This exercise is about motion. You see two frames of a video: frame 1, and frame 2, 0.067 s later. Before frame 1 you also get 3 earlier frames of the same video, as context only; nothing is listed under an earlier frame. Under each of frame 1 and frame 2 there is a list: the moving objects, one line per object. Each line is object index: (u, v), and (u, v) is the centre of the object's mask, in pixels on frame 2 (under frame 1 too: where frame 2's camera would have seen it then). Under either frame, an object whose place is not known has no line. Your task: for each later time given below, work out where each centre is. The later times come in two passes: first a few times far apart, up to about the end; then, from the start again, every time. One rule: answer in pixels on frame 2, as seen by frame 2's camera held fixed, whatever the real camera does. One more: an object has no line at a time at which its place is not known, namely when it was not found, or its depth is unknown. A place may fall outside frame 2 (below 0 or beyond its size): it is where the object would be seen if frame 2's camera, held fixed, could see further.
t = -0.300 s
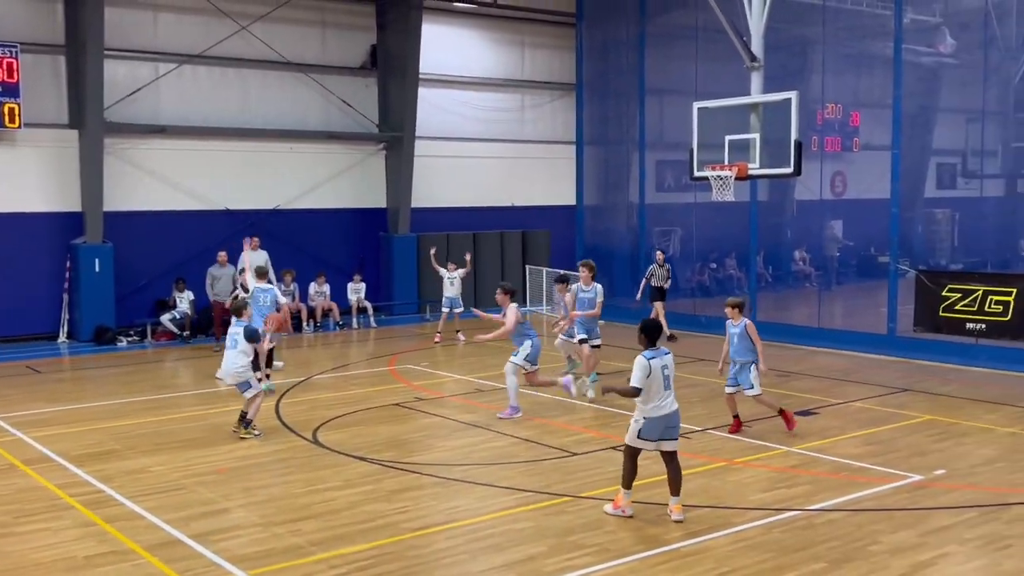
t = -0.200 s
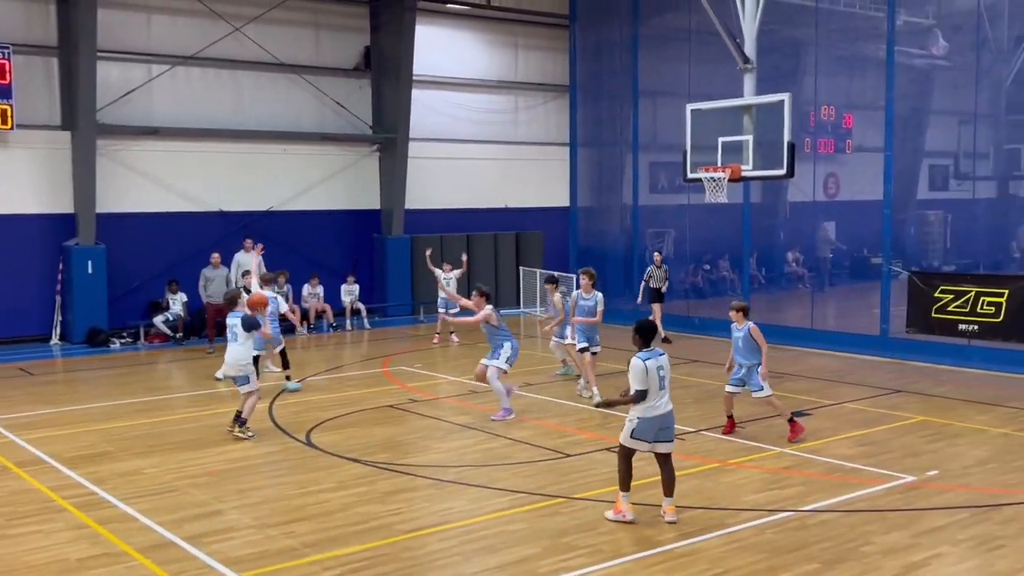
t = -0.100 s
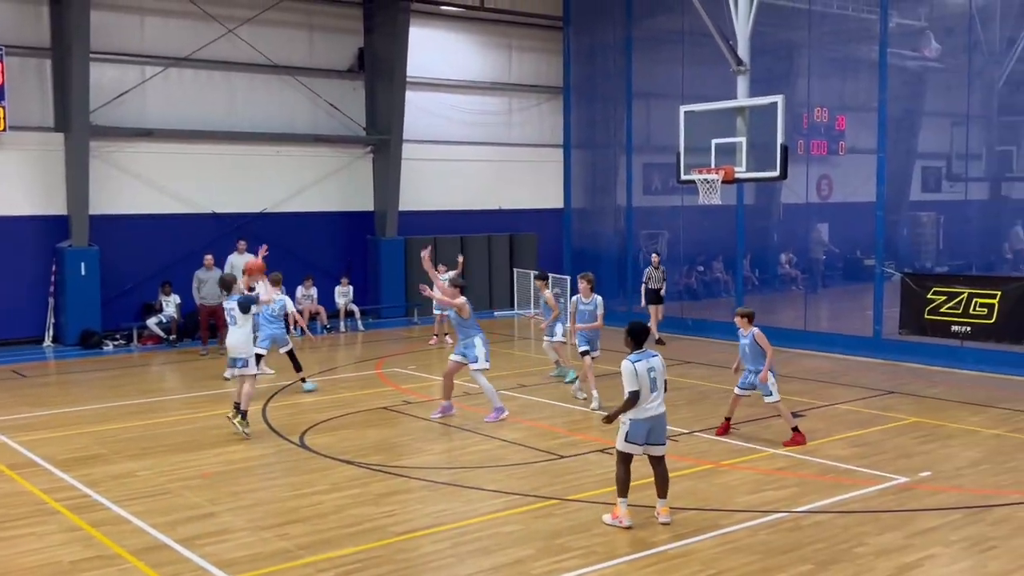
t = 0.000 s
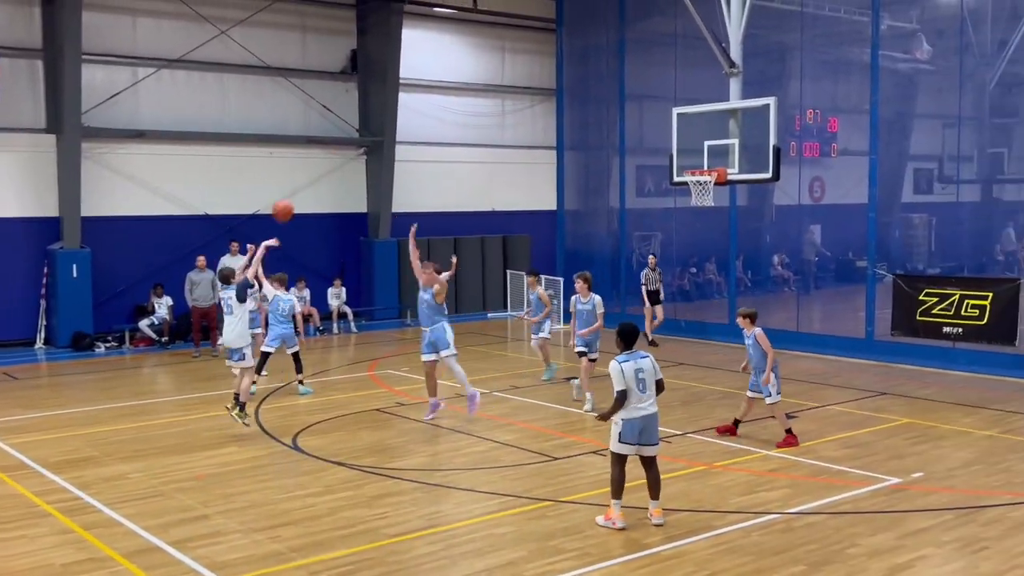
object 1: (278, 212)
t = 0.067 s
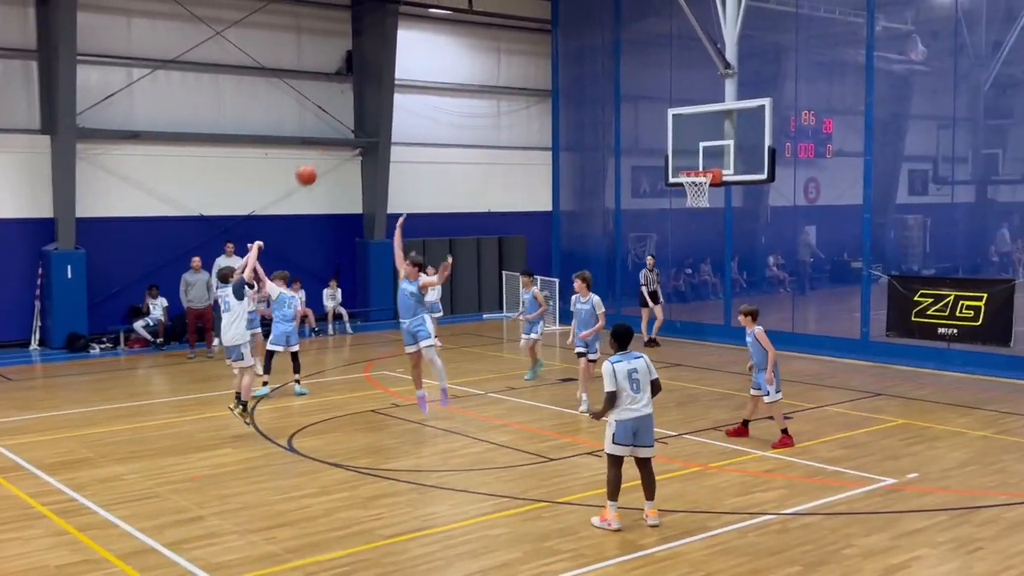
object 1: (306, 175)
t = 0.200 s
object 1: (361, 117)
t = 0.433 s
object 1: (448, 56)
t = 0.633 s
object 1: (517, 39)
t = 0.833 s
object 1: (582, 55)
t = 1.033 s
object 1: (640, 98)
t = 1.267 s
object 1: (704, 178)
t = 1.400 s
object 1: (714, 199)
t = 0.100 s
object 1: (320, 158)
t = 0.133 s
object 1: (334, 144)
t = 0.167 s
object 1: (348, 130)
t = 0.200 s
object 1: (361, 117)
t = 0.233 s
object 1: (373, 105)
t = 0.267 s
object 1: (386, 94)
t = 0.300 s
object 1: (399, 84)
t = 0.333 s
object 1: (412, 76)
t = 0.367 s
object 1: (424, 68)
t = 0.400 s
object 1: (436, 62)
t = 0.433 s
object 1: (448, 56)
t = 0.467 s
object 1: (460, 51)
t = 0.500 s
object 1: (472, 47)
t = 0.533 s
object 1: (484, 43)
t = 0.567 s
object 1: (495, 41)
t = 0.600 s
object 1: (506, 40)
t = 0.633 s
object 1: (517, 39)
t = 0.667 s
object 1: (528, 40)
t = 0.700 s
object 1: (539, 41)
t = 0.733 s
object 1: (550, 43)
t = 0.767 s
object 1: (561, 46)
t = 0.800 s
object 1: (571, 50)
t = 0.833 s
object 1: (582, 55)
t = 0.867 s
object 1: (592, 60)
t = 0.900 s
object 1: (602, 66)
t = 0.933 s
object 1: (611, 73)
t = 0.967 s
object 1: (621, 81)
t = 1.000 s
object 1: (631, 89)
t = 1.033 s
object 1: (640, 98)
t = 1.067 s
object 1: (650, 108)
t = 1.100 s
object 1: (659, 119)
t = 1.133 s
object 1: (668, 130)
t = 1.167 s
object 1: (677, 142)
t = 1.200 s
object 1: (686, 154)
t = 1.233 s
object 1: (694, 165)
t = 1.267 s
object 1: (704, 178)
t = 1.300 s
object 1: (709, 188)
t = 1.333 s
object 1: (711, 190)
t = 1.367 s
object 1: (712, 195)
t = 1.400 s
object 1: (714, 199)
